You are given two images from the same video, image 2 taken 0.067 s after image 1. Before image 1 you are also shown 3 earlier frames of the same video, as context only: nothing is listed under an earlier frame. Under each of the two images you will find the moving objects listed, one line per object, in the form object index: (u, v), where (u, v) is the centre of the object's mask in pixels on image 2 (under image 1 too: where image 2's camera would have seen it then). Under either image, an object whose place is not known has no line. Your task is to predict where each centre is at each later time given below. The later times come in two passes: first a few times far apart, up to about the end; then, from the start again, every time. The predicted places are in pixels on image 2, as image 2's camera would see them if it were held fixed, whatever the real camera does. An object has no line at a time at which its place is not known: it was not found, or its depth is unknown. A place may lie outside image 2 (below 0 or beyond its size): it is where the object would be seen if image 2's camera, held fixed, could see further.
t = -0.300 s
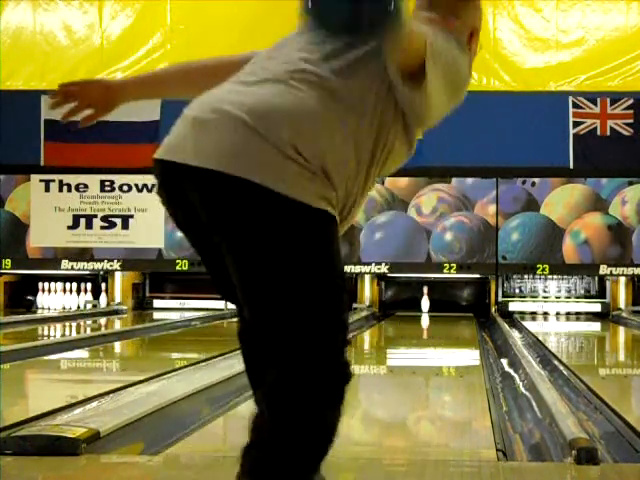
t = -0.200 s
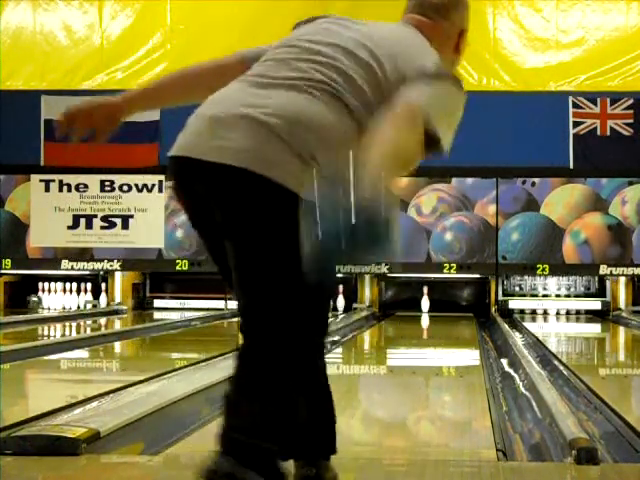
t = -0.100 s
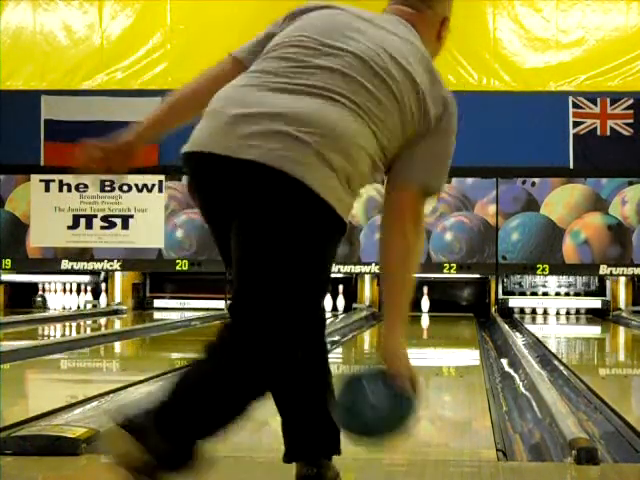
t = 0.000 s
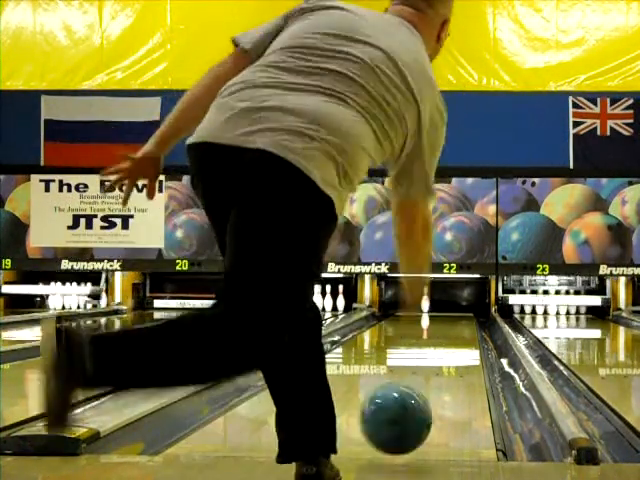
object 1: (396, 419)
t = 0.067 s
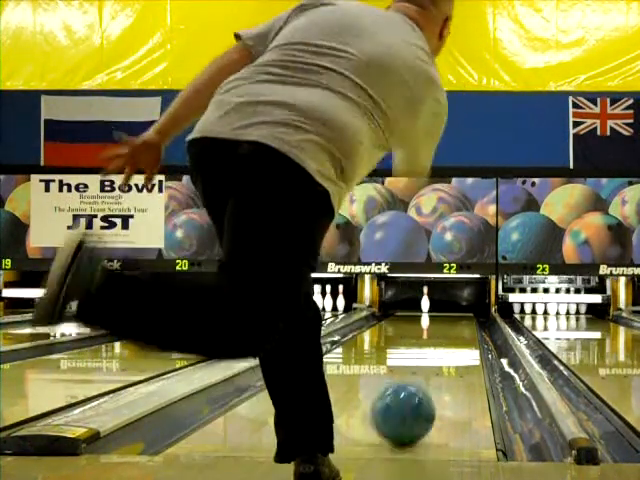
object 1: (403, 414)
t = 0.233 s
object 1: (415, 384)
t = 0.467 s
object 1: (425, 358)
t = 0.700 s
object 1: (430, 343)
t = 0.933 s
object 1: (433, 332)
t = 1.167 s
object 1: (436, 323)
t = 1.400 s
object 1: (437, 318)
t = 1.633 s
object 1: (441, 312)
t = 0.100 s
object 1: (405, 407)
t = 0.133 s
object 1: (408, 401)
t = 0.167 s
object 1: (410, 395)
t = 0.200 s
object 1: (412, 390)
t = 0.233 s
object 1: (415, 384)
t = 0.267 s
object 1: (416, 380)
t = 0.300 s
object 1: (418, 375)
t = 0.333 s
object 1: (419, 371)
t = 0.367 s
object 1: (421, 368)
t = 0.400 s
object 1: (422, 364)
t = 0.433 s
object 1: (423, 361)
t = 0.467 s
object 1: (425, 358)
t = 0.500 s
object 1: (426, 356)
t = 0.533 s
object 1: (426, 353)
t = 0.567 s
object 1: (427, 351)
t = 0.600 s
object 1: (428, 349)
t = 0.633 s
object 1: (429, 347)
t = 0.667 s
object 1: (430, 345)
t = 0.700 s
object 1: (430, 343)
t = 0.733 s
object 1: (431, 342)
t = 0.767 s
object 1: (432, 340)
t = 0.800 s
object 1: (432, 338)
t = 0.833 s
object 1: (432, 336)
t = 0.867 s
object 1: (433, 335)
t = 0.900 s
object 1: (434, 333)
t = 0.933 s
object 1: (433, 332)
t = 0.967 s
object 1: (434, 330)
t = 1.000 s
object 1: (434, 329)
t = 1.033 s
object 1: (434, 328)
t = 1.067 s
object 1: (434, 327)
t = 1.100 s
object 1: (435, 326)
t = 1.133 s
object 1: (435, 325)
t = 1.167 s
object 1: (436, 323)
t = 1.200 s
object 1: (436, 322)
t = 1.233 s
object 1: (436, 322)
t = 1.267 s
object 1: (436, 321)
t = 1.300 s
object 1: (437, 320)
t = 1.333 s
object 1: (436, 319)
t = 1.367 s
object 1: (436, 318)
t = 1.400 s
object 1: (437, 318)
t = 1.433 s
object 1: (437, 317)
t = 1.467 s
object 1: (436, 316)
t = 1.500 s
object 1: (438, 316)
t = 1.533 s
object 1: (438, 314)
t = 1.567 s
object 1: (439, 313)
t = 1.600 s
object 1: (440, 313)
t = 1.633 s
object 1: (441, 312)
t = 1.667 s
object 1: (443, 309)
